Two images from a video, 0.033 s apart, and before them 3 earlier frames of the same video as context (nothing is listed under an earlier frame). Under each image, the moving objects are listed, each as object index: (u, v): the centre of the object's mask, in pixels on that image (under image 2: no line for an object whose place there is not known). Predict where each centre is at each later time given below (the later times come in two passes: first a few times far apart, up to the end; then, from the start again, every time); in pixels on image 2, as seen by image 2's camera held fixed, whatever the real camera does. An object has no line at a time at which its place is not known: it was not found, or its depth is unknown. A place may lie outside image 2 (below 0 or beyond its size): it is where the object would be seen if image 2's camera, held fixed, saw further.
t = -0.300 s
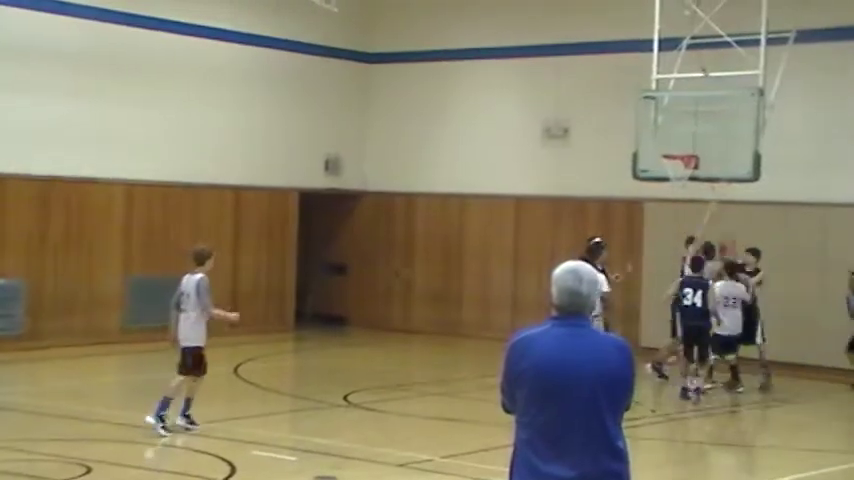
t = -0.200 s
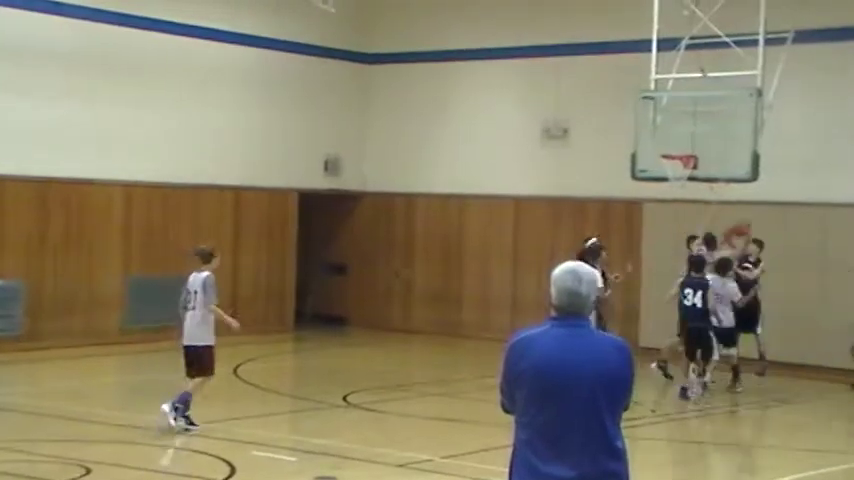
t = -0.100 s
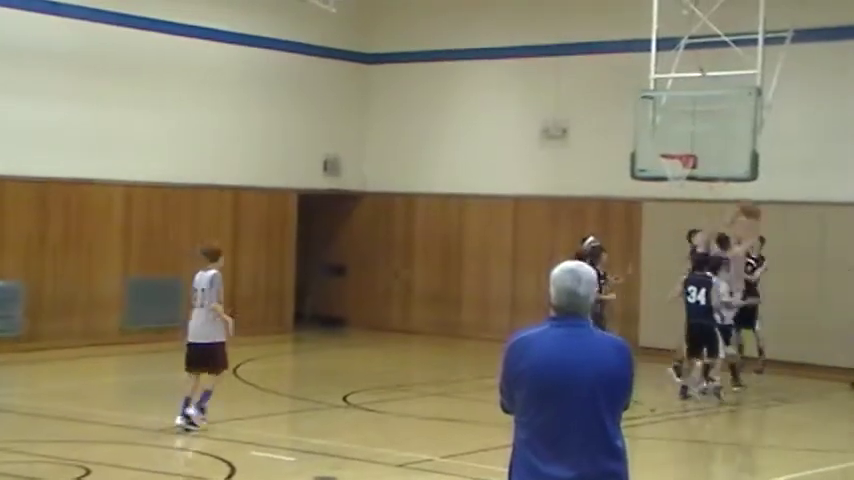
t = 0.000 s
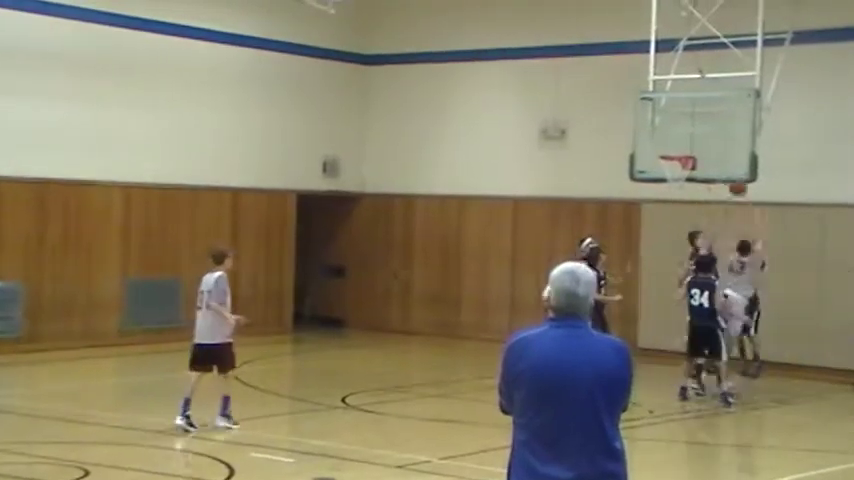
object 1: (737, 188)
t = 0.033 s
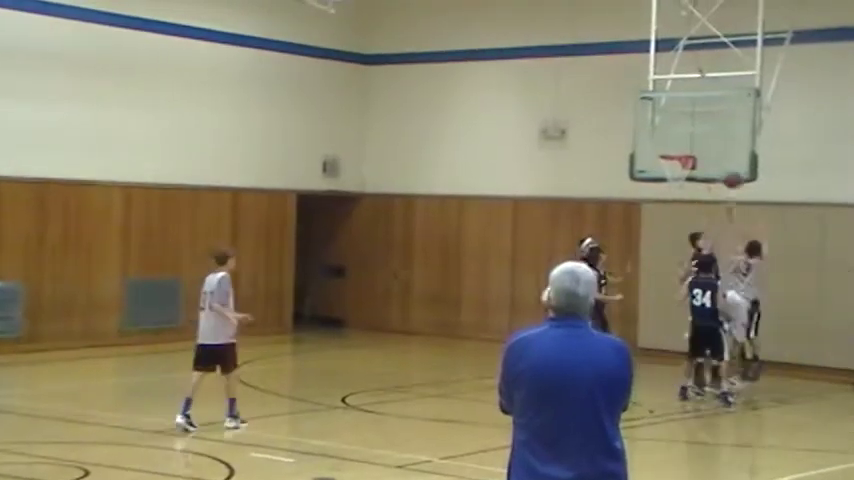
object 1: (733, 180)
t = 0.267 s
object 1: (702, 156)
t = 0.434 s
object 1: (729, 161)
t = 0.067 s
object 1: (727, 174)
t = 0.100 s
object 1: (722, 168)
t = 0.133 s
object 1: (716, 164)
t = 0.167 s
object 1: (712, 160)
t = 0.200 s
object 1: (706, 158)
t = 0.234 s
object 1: (703, 156)
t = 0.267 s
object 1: (702, 156)
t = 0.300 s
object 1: (708, 155)
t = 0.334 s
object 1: (713, 156)
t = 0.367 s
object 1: (718, 157)
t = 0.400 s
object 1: (723, 158)
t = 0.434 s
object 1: (729, 161)
